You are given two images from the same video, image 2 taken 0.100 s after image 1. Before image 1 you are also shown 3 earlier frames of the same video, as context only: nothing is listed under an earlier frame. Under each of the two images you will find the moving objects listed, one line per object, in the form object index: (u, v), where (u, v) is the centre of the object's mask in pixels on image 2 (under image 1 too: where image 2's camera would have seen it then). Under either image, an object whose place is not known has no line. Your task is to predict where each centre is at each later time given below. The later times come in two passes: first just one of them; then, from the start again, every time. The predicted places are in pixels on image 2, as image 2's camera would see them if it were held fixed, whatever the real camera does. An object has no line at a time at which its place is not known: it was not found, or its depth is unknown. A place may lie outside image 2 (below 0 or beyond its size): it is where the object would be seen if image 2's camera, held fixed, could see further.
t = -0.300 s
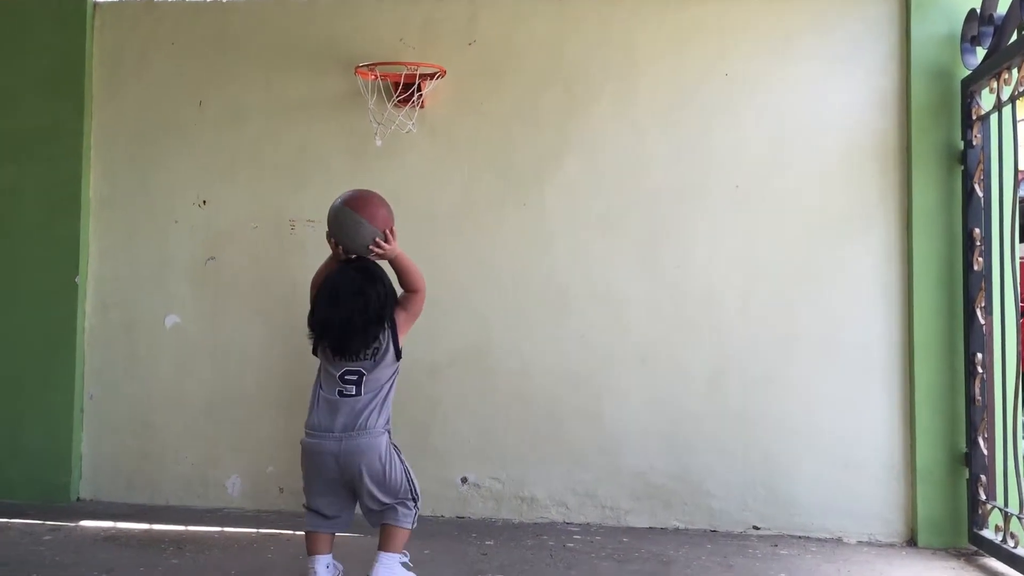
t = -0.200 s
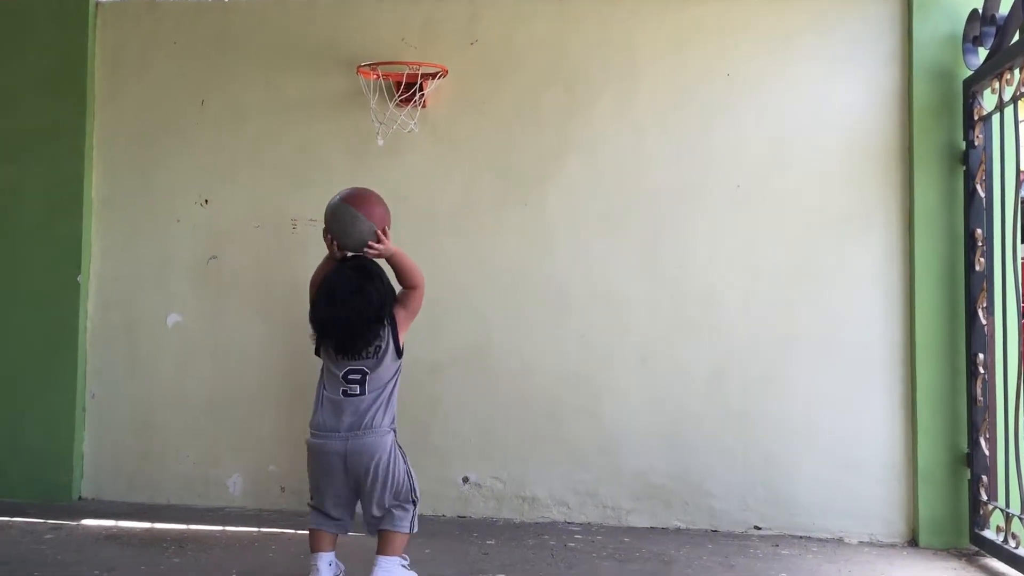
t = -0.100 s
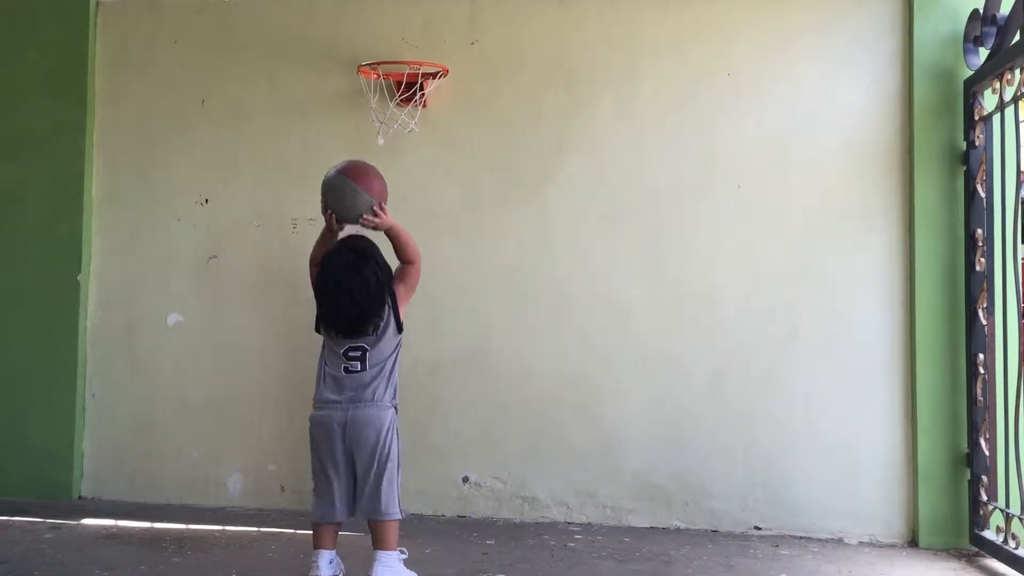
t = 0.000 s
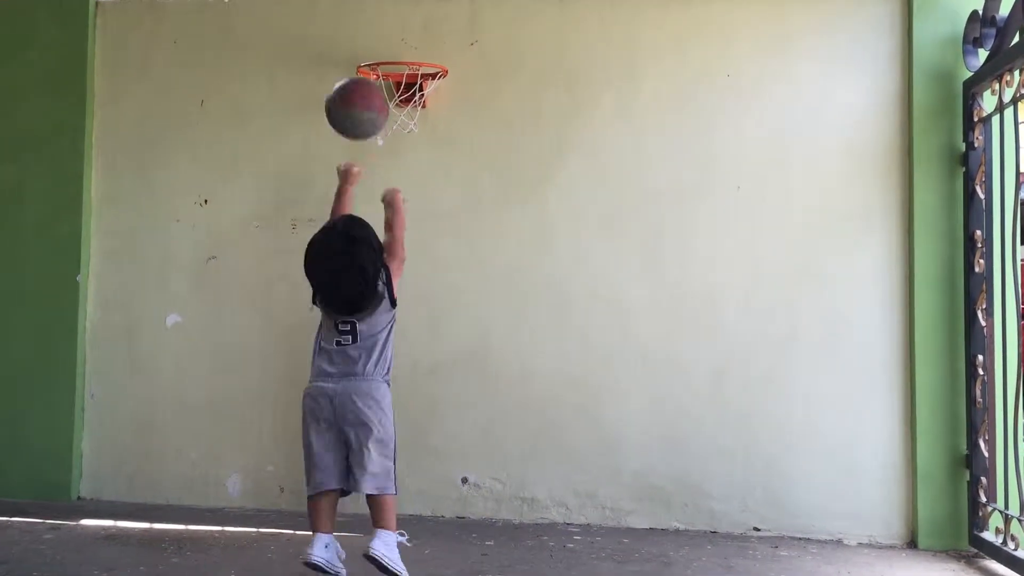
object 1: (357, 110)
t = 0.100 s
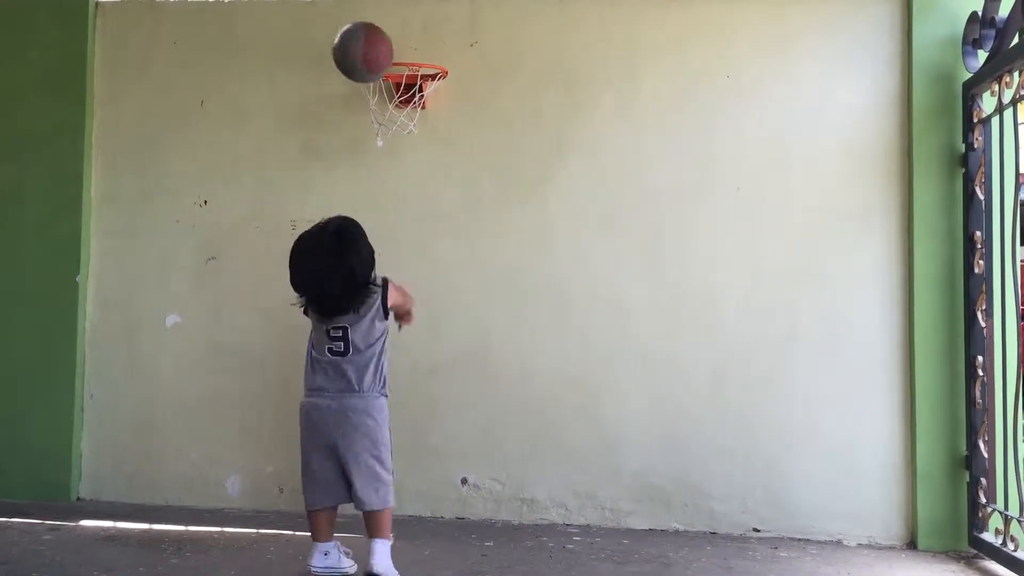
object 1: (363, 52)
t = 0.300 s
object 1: (371, 39)
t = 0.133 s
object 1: (365, 41)
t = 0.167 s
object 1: (366, 34)
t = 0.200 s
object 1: (368, 31)
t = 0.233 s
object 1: (370, 31)
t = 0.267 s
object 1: (371, 34)
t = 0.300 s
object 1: (371, 39)
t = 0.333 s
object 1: (367, 37)
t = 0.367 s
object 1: (363, 38)
